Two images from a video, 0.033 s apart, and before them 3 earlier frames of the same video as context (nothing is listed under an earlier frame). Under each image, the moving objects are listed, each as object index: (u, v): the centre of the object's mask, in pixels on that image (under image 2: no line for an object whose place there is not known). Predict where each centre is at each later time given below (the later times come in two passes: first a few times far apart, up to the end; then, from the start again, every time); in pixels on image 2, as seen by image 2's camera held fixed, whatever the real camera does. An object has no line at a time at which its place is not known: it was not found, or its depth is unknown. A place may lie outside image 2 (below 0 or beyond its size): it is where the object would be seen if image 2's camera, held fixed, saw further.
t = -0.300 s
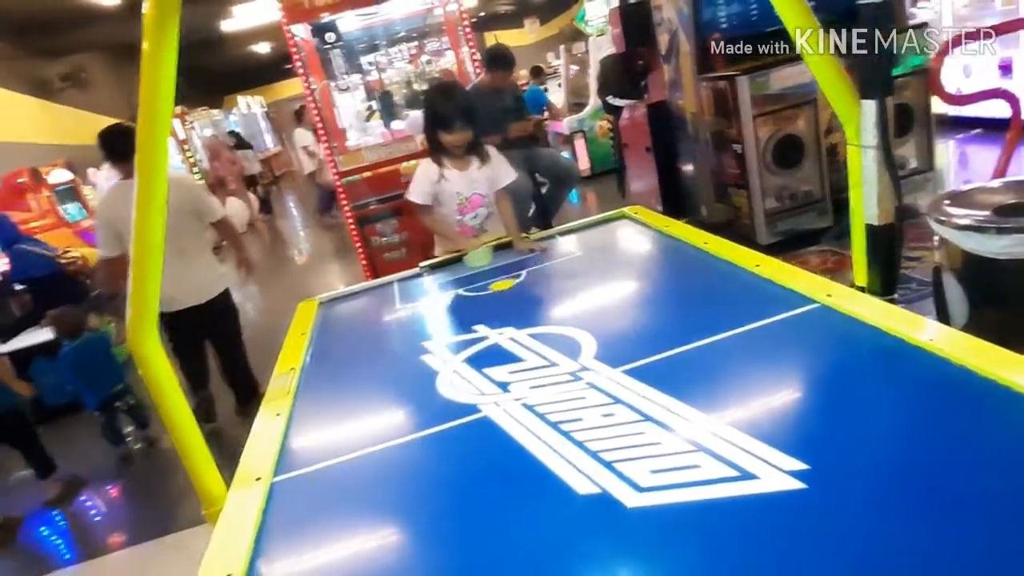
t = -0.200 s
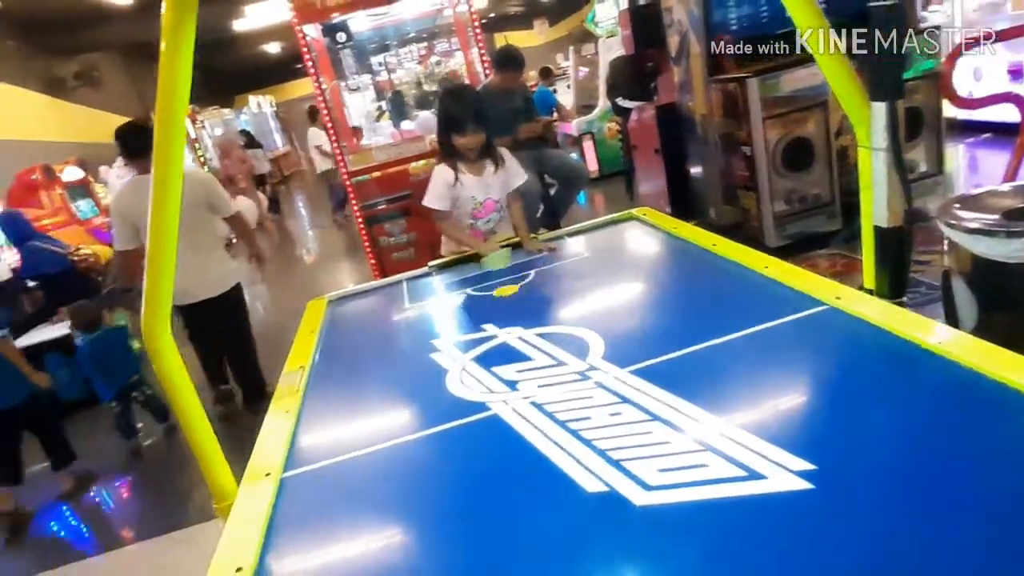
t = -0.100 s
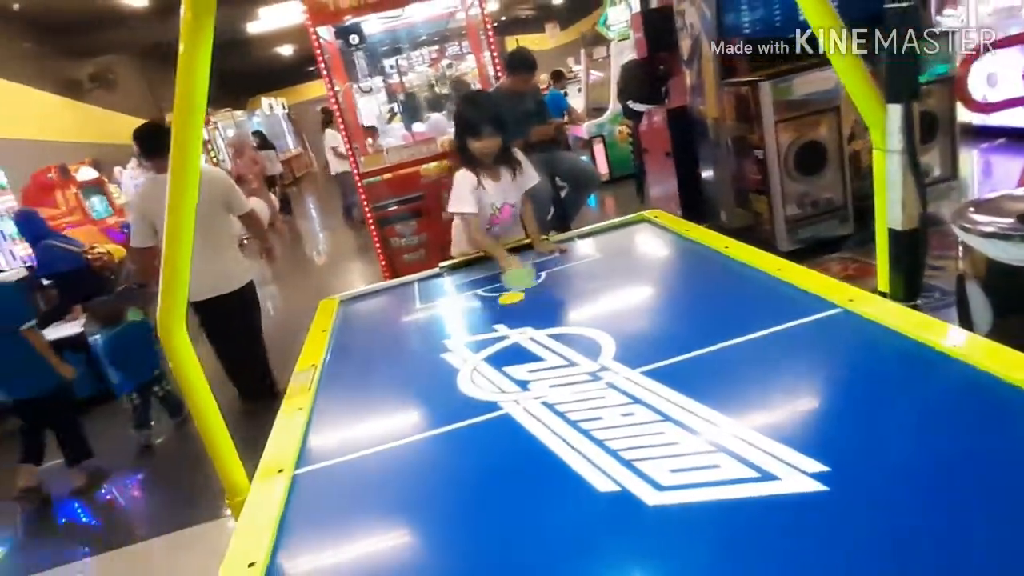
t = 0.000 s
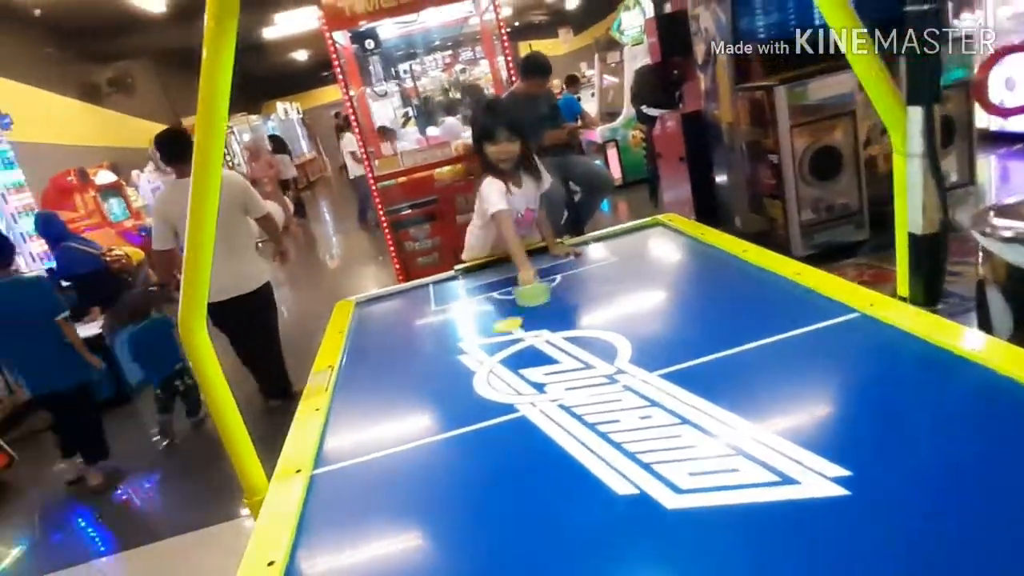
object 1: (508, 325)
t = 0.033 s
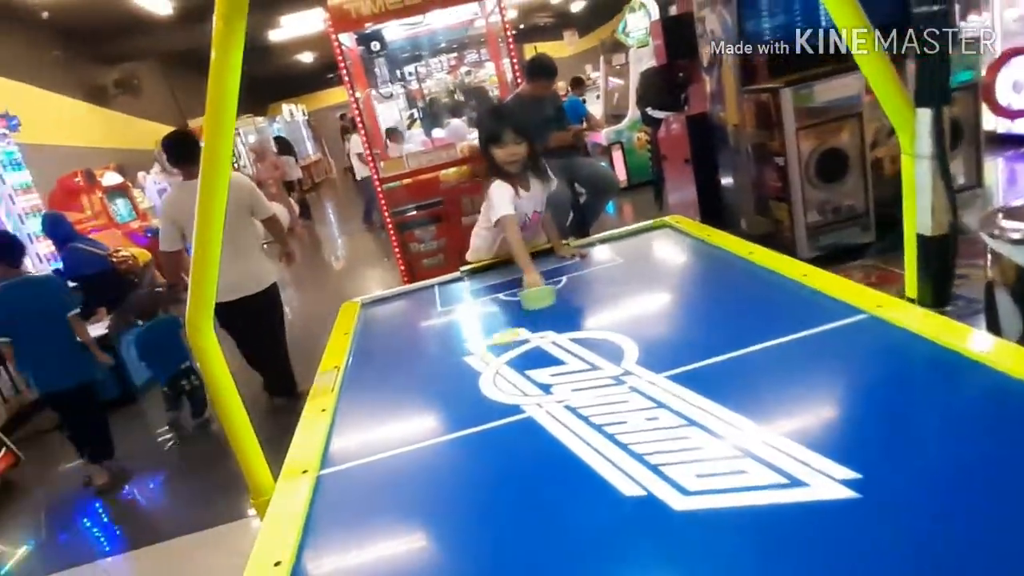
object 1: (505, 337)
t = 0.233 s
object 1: (449, 414)
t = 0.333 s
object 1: (406, 465)
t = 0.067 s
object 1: (495, 349)
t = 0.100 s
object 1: (488, 361)
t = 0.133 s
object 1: (473, 374)
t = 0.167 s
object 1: (468, 385)
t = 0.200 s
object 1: (457, 399)
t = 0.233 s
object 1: (449, 414)
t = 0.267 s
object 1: (437, 432)
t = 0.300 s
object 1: (421, 448)
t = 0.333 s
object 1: (406, 465)
